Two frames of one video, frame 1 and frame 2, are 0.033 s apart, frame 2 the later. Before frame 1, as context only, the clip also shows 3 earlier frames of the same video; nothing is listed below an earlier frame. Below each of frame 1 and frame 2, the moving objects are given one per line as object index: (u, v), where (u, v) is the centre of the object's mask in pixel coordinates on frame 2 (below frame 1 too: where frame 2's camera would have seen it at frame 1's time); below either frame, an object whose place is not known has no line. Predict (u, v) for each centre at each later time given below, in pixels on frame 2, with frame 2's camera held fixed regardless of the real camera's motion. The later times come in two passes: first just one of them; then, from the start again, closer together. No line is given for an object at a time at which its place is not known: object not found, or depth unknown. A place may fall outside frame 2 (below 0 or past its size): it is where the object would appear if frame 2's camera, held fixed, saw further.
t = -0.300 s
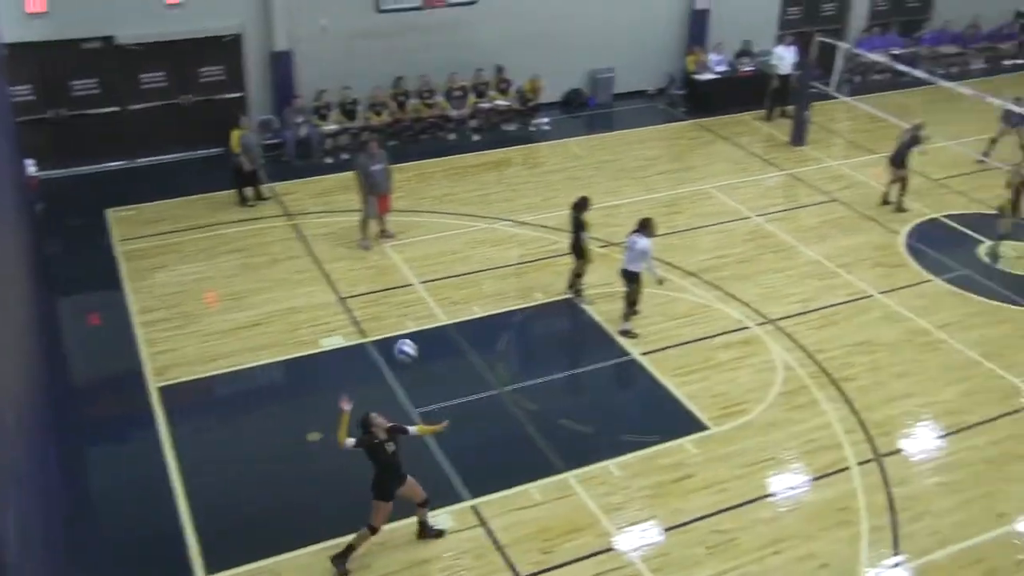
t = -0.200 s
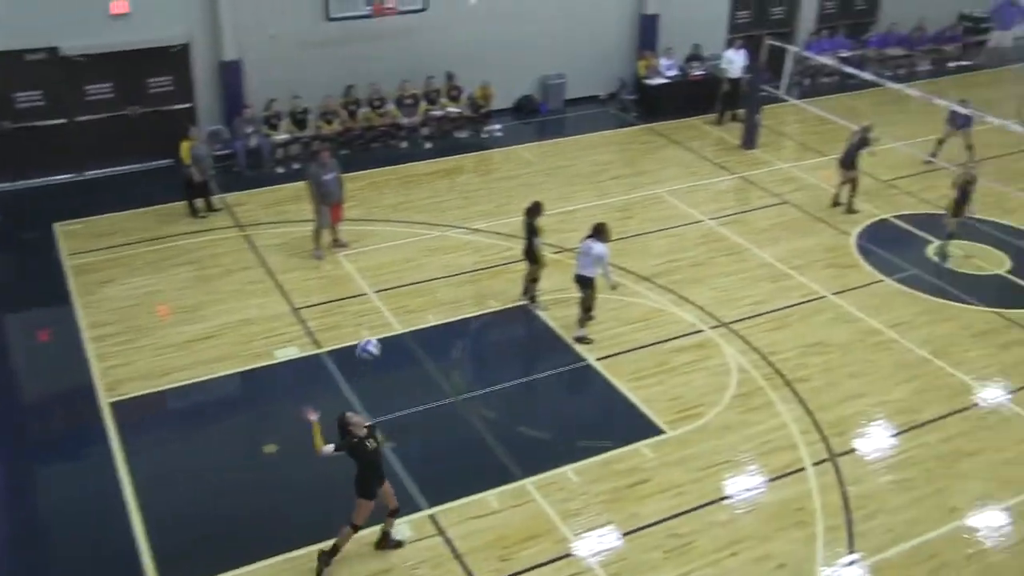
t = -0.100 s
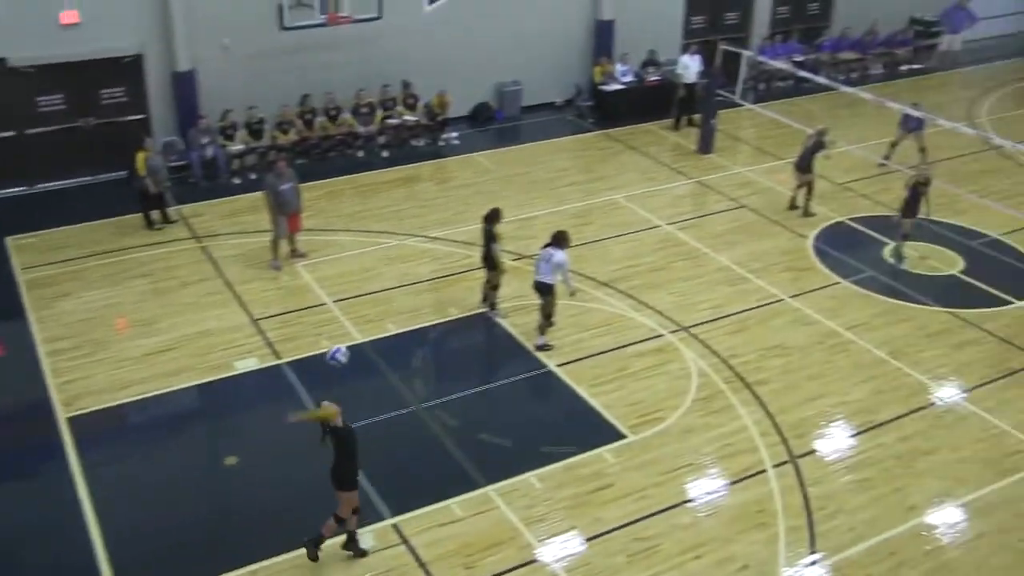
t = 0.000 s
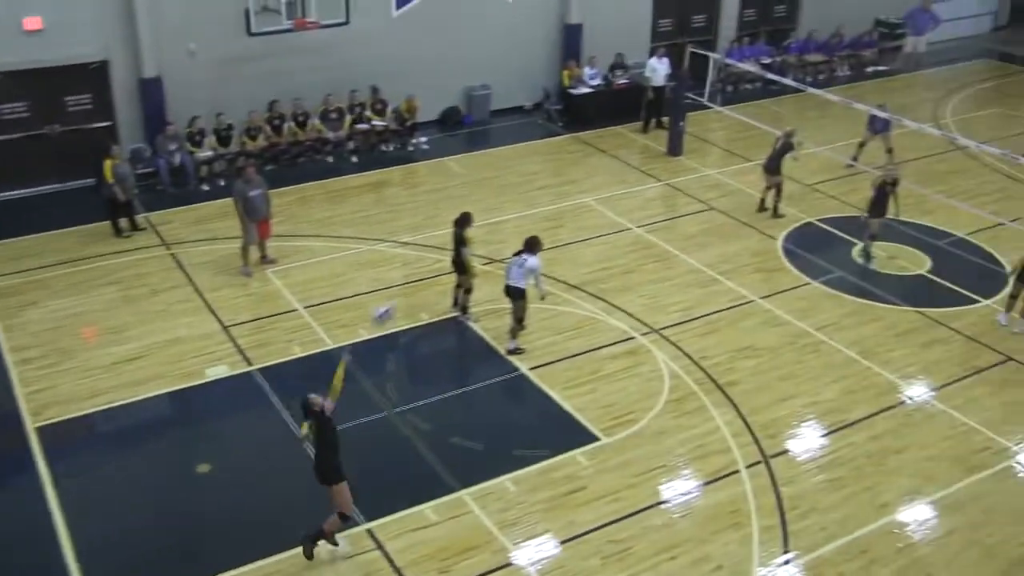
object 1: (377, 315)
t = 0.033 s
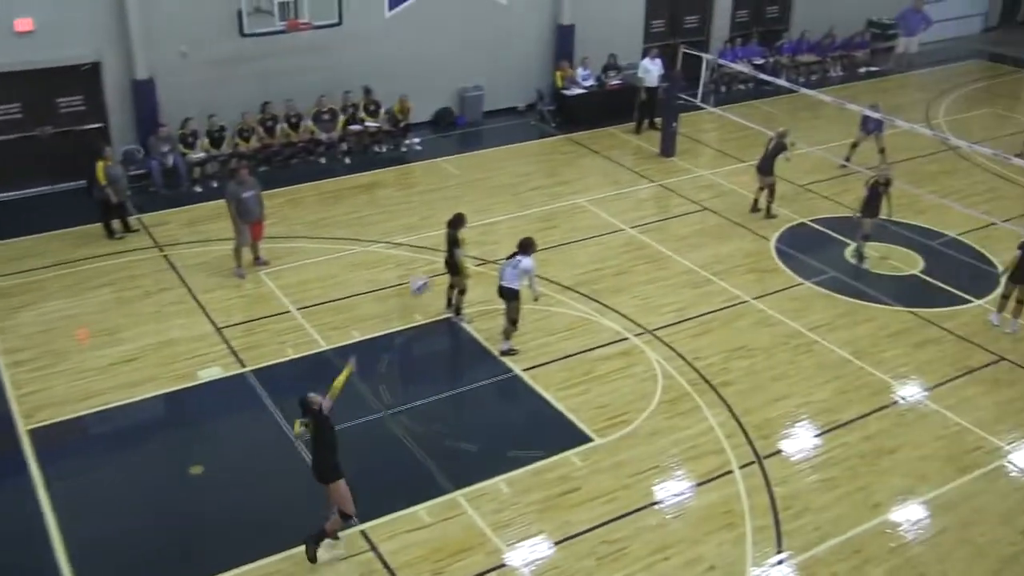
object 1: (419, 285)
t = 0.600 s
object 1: (855, 89)
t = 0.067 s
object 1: (455, 259)
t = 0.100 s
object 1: (494, 234)
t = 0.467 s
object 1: (786, 96)
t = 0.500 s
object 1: (807, 91)
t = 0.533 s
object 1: (823, 91)
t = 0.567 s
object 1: (841, 89)
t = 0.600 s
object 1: (855, 89)
